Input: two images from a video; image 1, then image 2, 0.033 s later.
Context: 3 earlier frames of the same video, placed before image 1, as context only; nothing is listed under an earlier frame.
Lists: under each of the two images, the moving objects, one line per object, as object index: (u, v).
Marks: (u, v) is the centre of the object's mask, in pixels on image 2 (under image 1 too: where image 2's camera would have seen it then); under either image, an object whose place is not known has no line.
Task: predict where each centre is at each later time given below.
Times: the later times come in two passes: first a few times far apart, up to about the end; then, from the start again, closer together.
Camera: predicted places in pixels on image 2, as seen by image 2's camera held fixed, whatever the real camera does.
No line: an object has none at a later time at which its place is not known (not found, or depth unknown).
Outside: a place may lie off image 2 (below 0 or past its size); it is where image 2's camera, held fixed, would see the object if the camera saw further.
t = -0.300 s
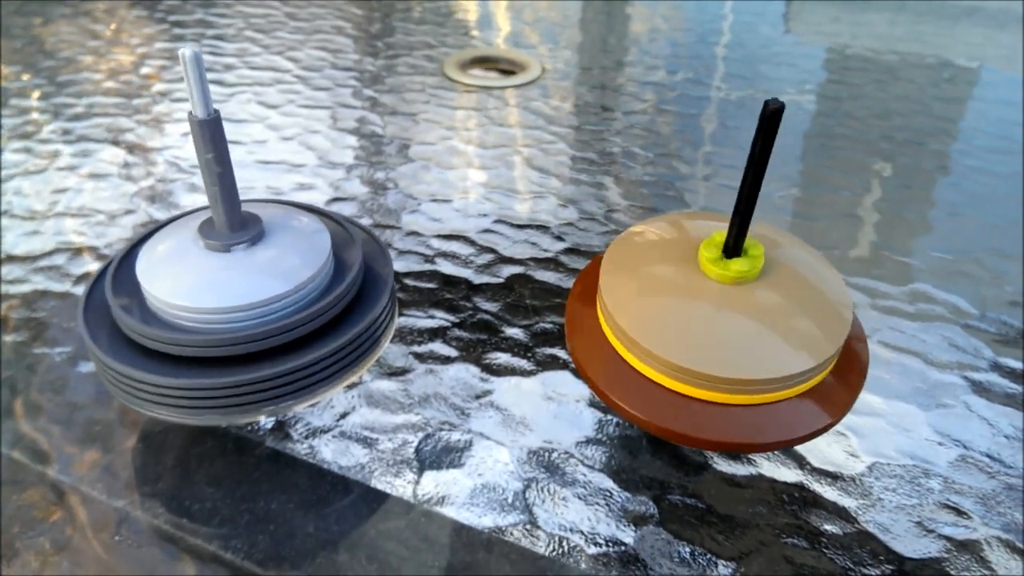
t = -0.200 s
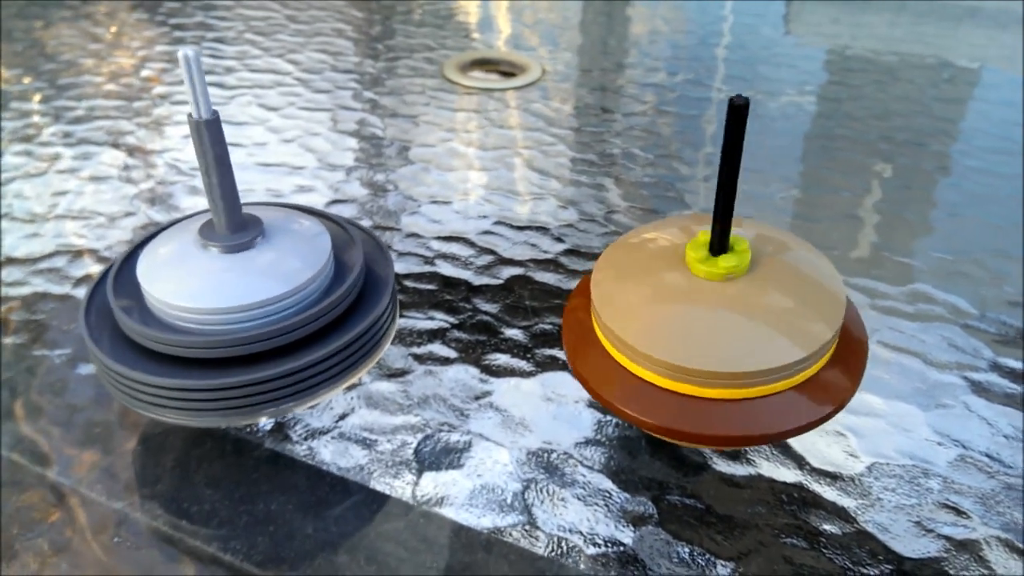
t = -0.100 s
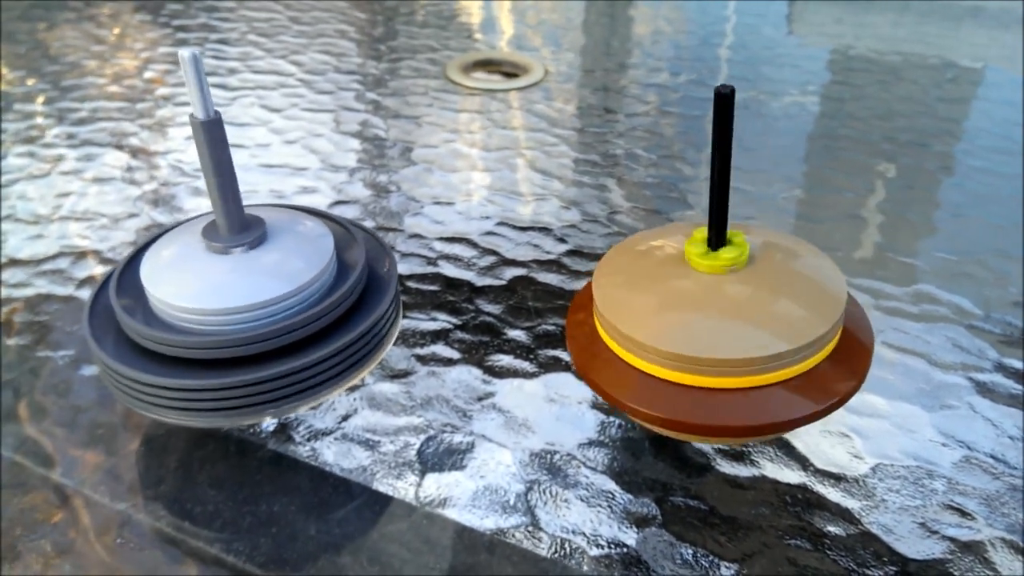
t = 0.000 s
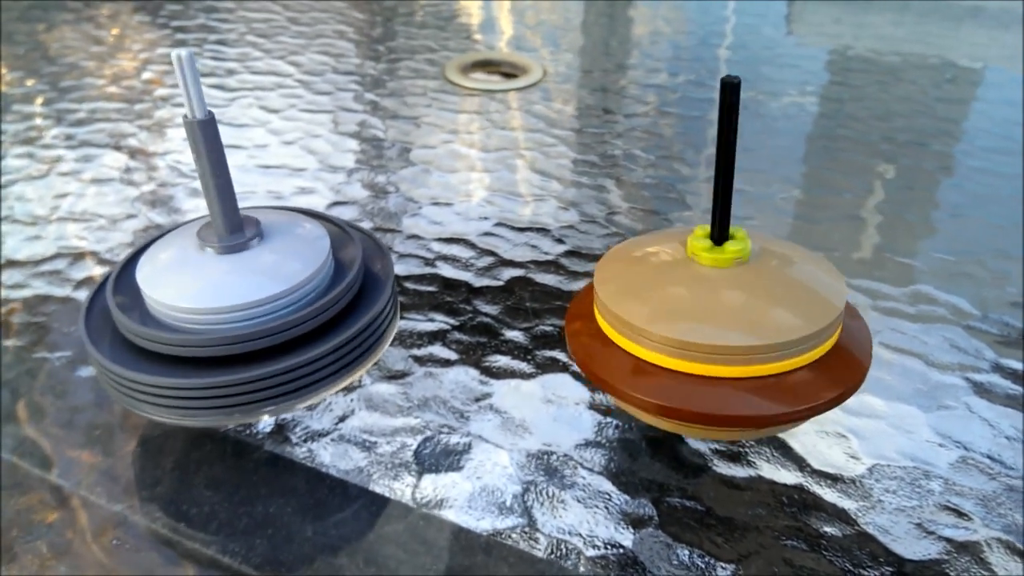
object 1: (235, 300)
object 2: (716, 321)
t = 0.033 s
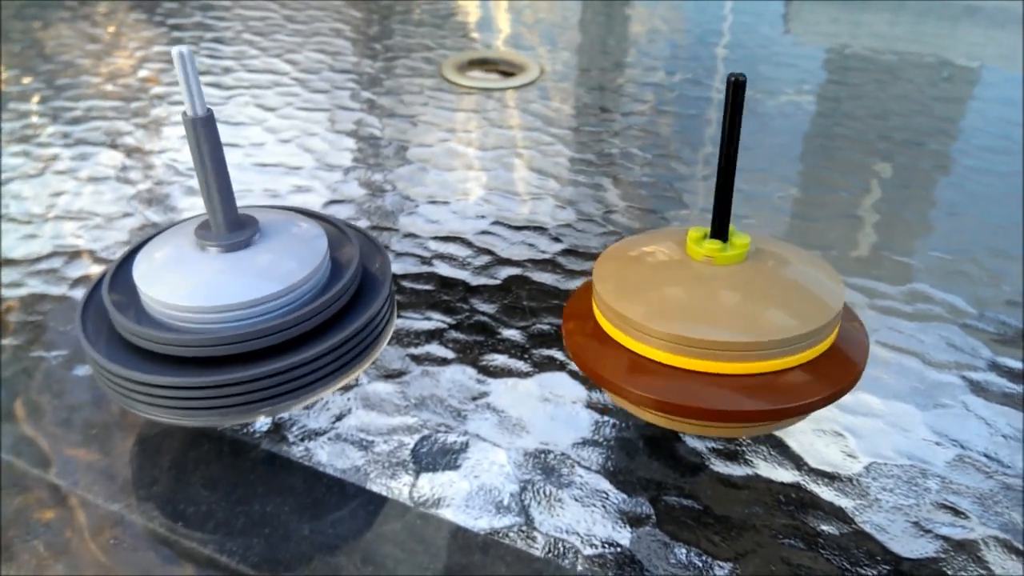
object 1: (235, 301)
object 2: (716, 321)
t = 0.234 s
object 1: (235, 300)
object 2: (723, 322)
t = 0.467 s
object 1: (230, 301)
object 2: (719, 326)
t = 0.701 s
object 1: (228, 302)
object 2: (716, 321)
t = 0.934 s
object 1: (228, 301)
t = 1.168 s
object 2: (723, 326)
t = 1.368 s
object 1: (230, 301)
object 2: (718, 322)
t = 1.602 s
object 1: (229, 301)
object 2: (724, 320)
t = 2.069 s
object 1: (225, 304)
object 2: (722, 324)
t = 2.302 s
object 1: (226, 304)
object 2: (727, 321)
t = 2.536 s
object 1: (228, 305)
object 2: (730, 323)
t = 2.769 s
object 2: (726, 325)
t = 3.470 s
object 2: (727, 323)
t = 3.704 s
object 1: (223, 308)
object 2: (731, 320)
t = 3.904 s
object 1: (222, 308)
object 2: (729, 319)
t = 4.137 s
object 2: (728, 324)
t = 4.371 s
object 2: (731, 320)
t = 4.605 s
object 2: (730, 319)
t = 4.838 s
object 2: (730, 322)
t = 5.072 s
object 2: (731, 320)
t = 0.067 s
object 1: (235, 300)
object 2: (716, 319)
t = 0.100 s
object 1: (235, 300)
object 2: (719, 319)
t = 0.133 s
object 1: (235, 300)
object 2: (722, 320)
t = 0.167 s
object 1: (235, 299)
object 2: (722, 321)
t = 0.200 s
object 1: (234, 300)
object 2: (722, 321)
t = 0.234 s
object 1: (235, 300)
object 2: (723, 322)
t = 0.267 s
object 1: (233, 300)
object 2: (721, 322)
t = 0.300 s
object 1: (233, 300)
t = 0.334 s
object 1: (232, 300)
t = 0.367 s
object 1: (232, 300)
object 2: (721, 324)
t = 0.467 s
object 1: (230, 301)
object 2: (719, 326)
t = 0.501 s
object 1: (229, 301)
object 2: (718, 327)
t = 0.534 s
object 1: (229, 301)
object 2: (717, 325)
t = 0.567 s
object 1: (228, 301)
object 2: (717, 326)
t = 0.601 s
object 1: (229, 301)
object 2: (715, 324)
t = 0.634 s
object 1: (228, 302)
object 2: (717, 323)
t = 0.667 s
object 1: (229, 302)
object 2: (717, 323)
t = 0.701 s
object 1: (228, 302)
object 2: (716, 321)
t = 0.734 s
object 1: (228, 300)
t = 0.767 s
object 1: (228, 302)
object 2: (718, 320)
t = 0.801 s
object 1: (228, 301)
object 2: (720, 319)
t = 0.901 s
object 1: (229, 301)
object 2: (725, 321)
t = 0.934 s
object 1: (228, 301)
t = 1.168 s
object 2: (723, 326)
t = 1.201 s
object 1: (231, 302)
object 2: (722, 327)
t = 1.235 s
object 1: (230, 301)
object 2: (722, 327)
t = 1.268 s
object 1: (231, 301)
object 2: (720, 326)
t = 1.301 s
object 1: (231, 301)
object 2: (719, 325)
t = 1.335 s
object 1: (231, 300)
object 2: (718, 324)
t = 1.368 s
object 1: (230, 301)
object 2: (718, 322)
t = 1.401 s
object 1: (231, 301)
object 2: (719, 322)
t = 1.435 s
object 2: (719, 320)
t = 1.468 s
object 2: (721, 319)
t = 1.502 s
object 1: (230, 301)
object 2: (721, 319)
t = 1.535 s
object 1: (230, 301)
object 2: (723, 320)
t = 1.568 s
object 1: (229, 302)
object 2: (724, 320)
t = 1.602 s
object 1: (229, 301)
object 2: (724, 320)
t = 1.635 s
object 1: (229, 302)
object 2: (725, 321)
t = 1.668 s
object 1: (228, 302)
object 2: (726, 321)
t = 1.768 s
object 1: (227, 302)
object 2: (726, 322)
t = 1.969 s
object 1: (224, 303)
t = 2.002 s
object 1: (225, 304)
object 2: (723, 326)
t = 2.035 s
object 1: (224, 304)
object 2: (722, 325)
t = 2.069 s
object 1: (225, 304)
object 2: (722, 324)
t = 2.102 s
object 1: (225, 304)
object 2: (722, 322)
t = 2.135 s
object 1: (225, 303)
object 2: (722, 322)
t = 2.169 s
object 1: (225, 304)
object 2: (723, 321)
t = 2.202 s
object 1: (225, 304)
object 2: (725, 321)
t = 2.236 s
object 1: (226, 305)
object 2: (725, 321)
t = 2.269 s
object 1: (225, 304)
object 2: (725, 320)
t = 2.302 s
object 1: (226, 304)
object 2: (727, 321)
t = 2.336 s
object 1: (226, 305)
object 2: (728, 321)
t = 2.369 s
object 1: (227, 305)
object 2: (728, 322)
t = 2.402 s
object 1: (227, 304)
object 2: (729, 322)
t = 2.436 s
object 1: (227, 304)
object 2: (728, 322)
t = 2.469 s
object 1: (227, 305)
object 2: (729, 322)
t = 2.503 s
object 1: (227, 304)
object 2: (729, 322)
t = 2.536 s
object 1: (228, 305)
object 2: (730, 323)
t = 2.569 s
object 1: (227, 304)
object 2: (730, 324)
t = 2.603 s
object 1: (228, 304)
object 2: (729, 325)
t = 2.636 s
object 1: (228, 305)
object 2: (730, 326)
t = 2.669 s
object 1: (228, 305)
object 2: (728, 327)
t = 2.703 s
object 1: (227, 305)
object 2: (726, 326)
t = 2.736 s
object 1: (228, 304)
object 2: (727, 326)
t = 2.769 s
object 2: (726, 325)
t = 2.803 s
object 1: (228, 305)
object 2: (725, 323)
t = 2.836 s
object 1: (228, 305)
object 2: (725, 322)
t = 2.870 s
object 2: (726, 321)
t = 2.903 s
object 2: (728, 321)
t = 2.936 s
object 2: (729, 320)
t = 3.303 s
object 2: (732, 323)
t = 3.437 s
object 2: (728, 325)
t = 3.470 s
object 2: (727, 323)
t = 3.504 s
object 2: (727, 322)
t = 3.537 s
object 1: (223, 308)
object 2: (726, 321)
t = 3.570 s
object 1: (223, 308)
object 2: (727, 319)
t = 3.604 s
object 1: (223, 308)
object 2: (728, 320)
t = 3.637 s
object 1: (223, 307)
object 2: (728, 319)
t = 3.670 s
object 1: (224, 308)
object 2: (731, 319)
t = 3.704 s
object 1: (223, 308)
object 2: (731, 320)
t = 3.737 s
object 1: (224, 308)
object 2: (731, 320)
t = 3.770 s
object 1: (223, 307)
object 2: (730, 321)
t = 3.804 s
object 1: (224, 307)
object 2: (730, 320)
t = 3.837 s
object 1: (223, 308)
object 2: (730, 320)
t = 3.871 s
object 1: (223, 307)
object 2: (728, 319)
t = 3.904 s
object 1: (222, 308)
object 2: (729, 319)
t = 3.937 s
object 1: (222, 307)
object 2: (731, 320)
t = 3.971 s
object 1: (223, 308)
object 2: (732, 320)
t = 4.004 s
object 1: (223, 307)
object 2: (732, 321)
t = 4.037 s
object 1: (223, 308)
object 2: (732, 323)
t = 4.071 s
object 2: (732, 324)
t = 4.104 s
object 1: (223, 307)
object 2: (731, 324)
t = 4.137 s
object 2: (728, 324)
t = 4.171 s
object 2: (728, 323)
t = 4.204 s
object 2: (727, 322)
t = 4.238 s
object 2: (727, 320)
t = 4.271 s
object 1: (223, 308)
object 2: (728, 320)
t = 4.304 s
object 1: (221, 308)
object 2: (727, 319)
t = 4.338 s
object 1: (222, 308)
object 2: (729, 319)
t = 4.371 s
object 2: (731, 320)
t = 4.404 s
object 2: (731, 319)
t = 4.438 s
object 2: (730, 320)
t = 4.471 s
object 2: (730, 320)
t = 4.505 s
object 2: (731, 320)
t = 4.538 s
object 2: (732, 320)
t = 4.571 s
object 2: (730, 319)
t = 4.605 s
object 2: (730, 319)
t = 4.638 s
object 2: (730, 319)
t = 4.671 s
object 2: (730, 319)
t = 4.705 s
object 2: (732, 320)
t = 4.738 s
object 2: (733, 321)
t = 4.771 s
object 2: (731, 321)
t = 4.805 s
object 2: (730, 322)
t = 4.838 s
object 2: (730, 322)
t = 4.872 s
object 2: (730, 322)
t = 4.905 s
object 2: (728, 321)
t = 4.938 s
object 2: (730, 320)
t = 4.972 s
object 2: (730, 320)
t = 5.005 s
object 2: (730, 319)
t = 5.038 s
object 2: (731, 319)
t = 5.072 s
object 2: (731, 320)
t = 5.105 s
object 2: (732, 319)
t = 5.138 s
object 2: (733, 320)
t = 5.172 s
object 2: (733, 320)
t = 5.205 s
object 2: (733, 319)
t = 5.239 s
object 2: (733, 320)
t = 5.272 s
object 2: (732, 319)
